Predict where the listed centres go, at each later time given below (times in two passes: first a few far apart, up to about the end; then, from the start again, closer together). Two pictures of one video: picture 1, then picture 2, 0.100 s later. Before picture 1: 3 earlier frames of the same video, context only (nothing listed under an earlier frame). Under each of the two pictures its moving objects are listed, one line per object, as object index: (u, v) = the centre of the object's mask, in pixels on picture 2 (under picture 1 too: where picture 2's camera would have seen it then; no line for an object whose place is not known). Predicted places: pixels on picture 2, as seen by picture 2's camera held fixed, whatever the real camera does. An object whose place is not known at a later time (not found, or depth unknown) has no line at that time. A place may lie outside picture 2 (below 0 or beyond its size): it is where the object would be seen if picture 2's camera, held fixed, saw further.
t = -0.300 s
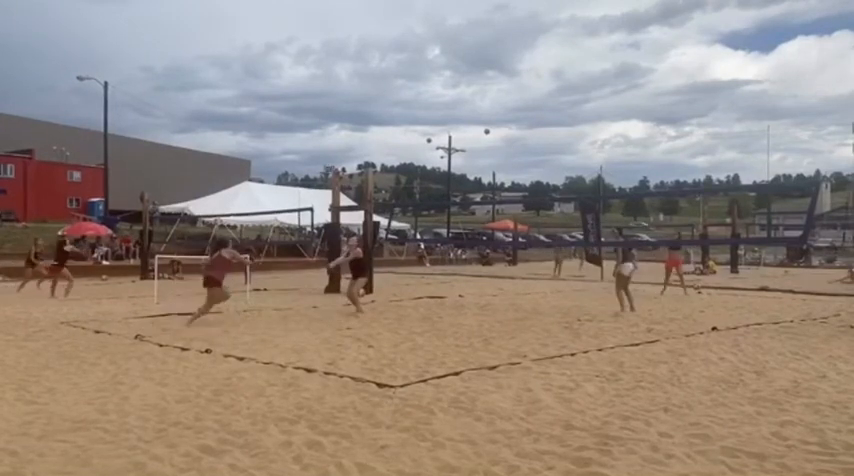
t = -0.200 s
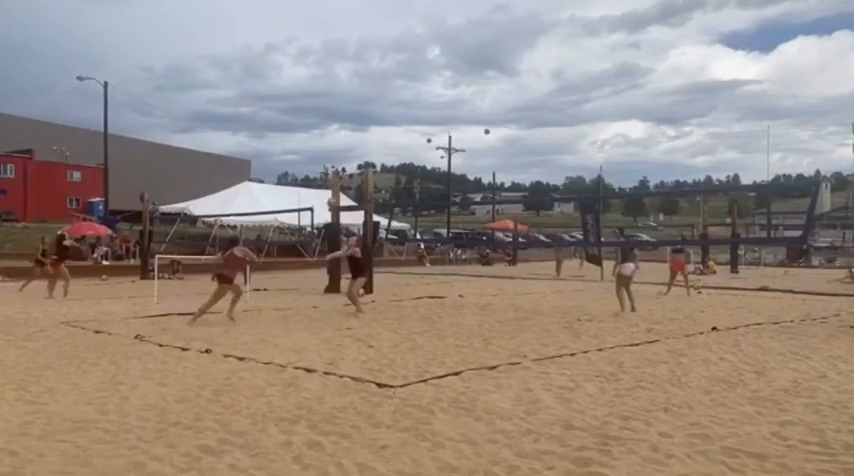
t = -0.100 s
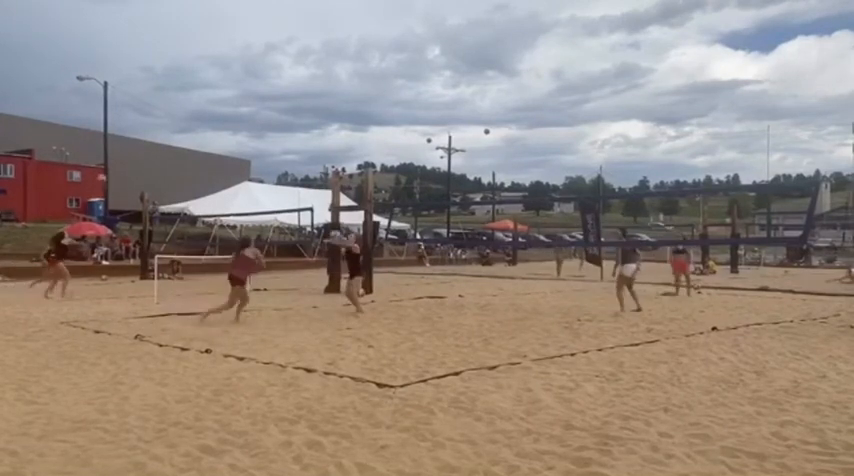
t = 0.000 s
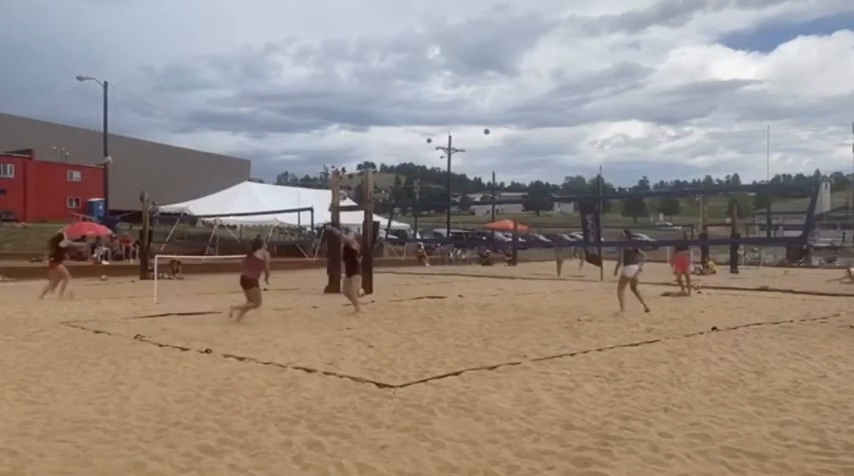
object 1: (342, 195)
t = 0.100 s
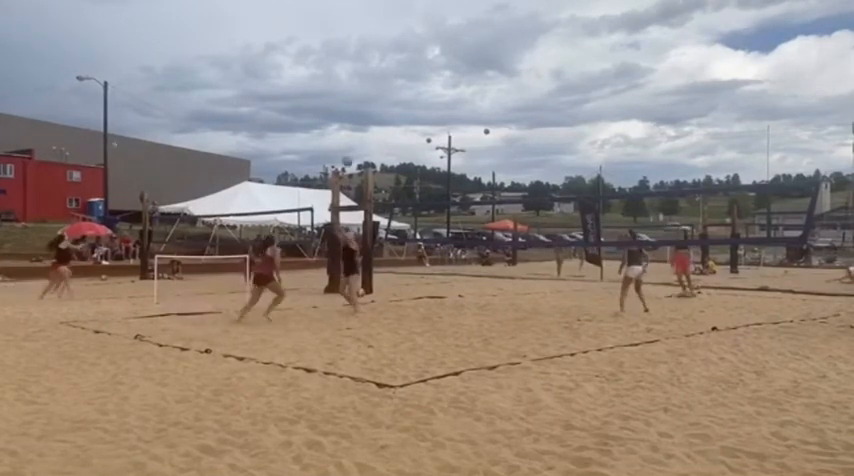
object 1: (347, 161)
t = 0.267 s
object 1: (357, 117)
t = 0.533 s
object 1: (373, 78)
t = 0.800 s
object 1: (388, 78)
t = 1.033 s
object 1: (399, 108)
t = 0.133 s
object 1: (349, 151)
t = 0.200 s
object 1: (353, 133)
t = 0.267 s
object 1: (357, 117)
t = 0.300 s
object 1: (359, 110)
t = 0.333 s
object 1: (361, 104)
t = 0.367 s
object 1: (363, 97)
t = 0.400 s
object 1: (365, 92)
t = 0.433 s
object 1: (367, 88)
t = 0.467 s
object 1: (369, 84)
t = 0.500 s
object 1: (371, 81)
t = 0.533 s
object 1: (373, 78)
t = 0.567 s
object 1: (375, 75)
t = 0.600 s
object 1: (377, 75)
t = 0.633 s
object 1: (379, 73)
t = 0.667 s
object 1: (381, 73)
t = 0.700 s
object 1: (382, 73)
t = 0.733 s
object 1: (384, 74)
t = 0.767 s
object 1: (386, 76)
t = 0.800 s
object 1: (388, 78)
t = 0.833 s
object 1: (390, 81)
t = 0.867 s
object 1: (391, 83)
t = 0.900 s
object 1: (393, 87)
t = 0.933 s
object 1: (394, 91)
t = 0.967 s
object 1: (396, 96)
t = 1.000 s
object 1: (398, 102)
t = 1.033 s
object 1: (399, 108)
